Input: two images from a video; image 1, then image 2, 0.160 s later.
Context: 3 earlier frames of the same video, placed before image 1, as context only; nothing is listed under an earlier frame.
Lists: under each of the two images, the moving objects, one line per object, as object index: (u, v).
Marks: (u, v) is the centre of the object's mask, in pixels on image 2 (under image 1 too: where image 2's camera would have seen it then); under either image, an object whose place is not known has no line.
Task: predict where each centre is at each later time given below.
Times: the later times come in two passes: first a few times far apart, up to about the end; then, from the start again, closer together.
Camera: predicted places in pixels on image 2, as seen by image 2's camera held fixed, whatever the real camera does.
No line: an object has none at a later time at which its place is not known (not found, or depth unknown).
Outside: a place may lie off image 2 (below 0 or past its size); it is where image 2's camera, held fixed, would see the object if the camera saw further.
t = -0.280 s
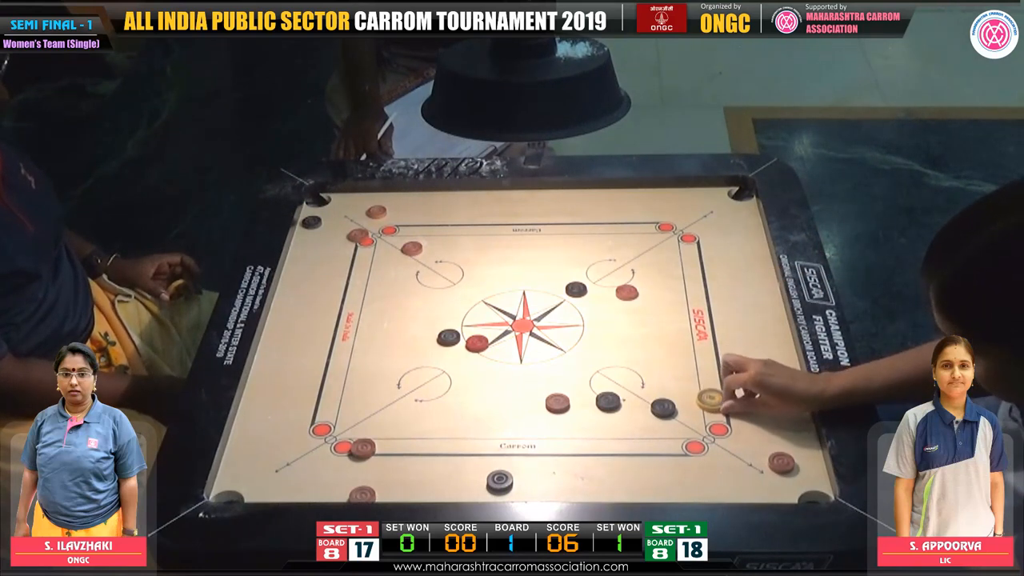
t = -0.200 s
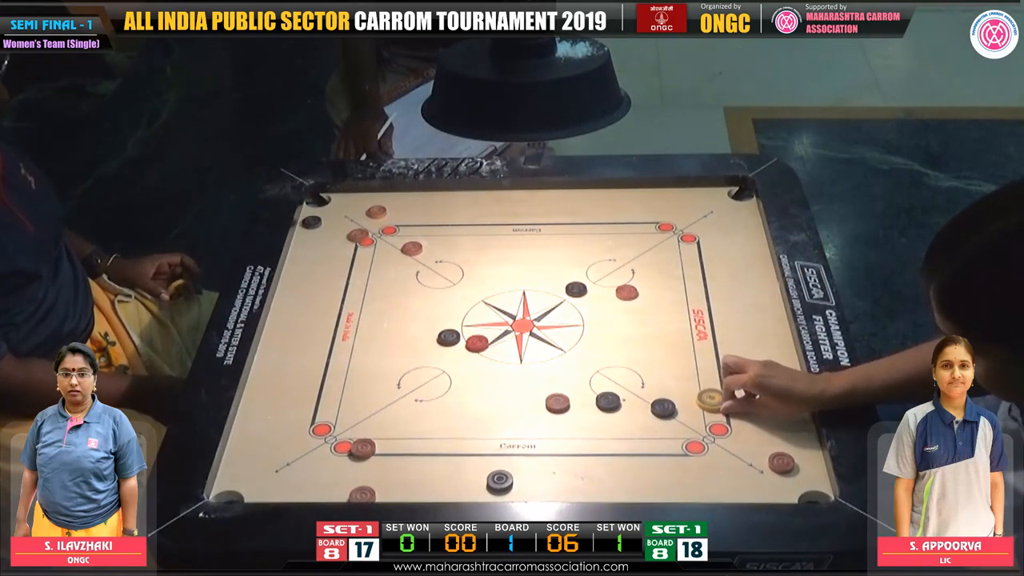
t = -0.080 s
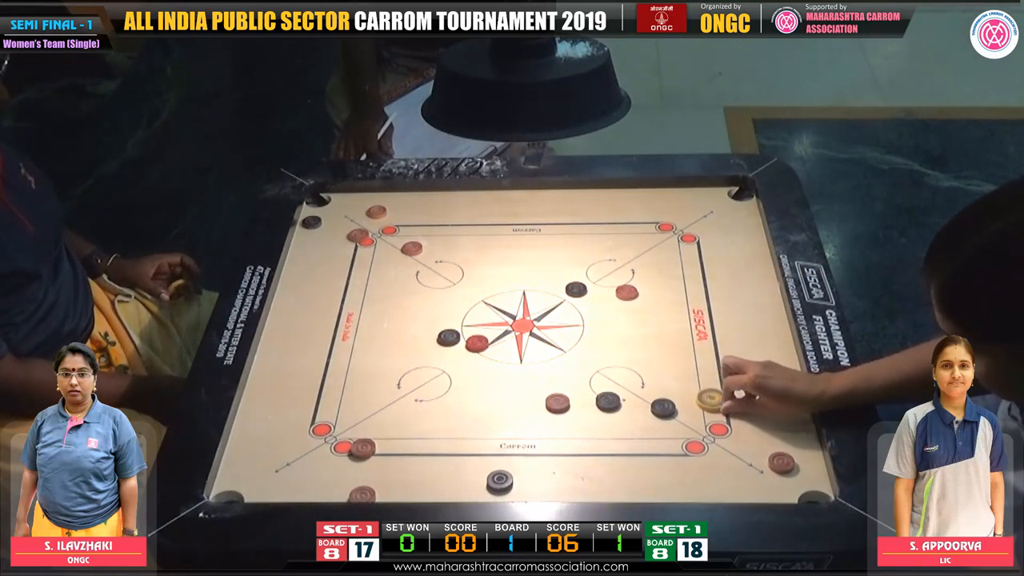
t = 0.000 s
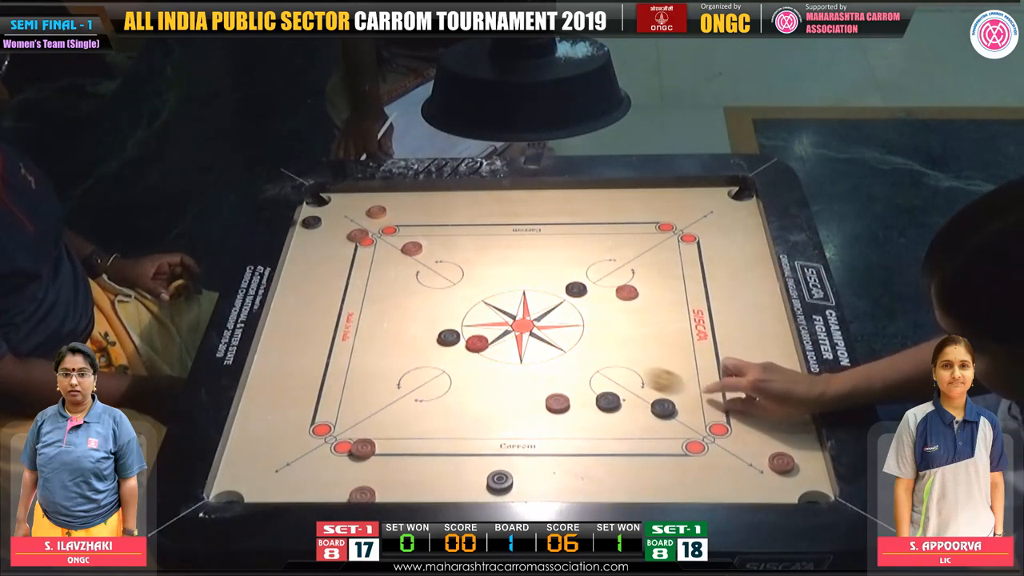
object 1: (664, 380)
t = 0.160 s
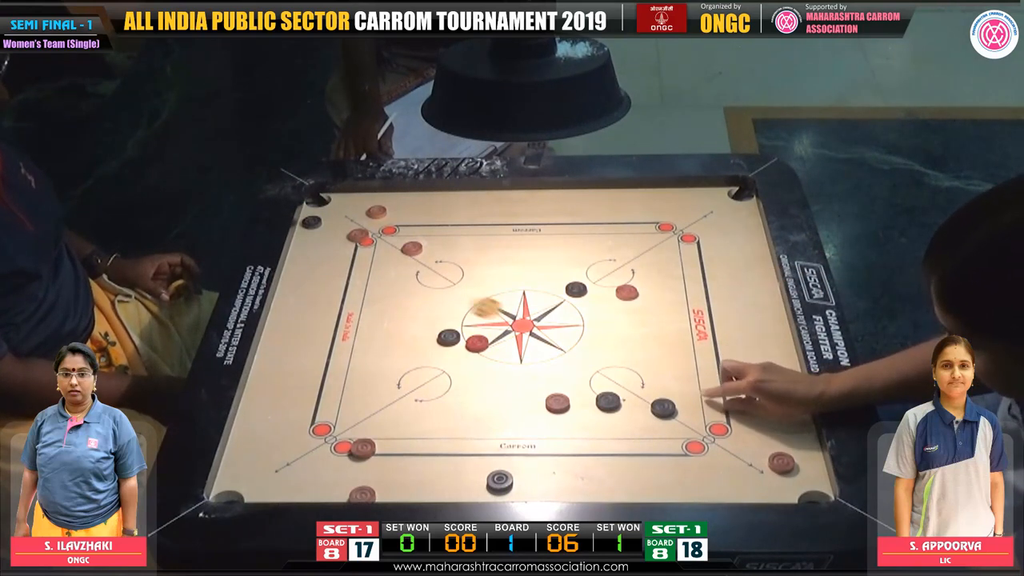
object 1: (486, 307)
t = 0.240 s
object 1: (413, 277)
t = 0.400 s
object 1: (316, 232)
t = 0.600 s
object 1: (381, 221)
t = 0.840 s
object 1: (402, 219)
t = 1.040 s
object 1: (402, 219)
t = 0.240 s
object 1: (413, 277)
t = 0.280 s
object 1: (381, 263)
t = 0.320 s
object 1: (348, 250)
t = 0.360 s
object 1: (319, 238)
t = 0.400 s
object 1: (316, 232)
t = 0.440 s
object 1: (339, 229)
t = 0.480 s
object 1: (353, 226)
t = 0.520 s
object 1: (365, 223)
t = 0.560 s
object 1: (374, 222)
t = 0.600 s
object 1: (381, 221)
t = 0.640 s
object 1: (387, 220)
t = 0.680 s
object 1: (393, 220)
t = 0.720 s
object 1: (396, 219)
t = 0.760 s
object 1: (400, 219)
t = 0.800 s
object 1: (401, 219)
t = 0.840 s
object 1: (402, 219)
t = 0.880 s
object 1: (402, 218)
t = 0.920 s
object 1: (403, 219)
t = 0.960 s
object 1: (402, 219)
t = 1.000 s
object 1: (402, 219)
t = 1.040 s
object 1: (402, 219)
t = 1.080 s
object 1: (402, 219)
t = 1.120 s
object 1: (402, 219)
